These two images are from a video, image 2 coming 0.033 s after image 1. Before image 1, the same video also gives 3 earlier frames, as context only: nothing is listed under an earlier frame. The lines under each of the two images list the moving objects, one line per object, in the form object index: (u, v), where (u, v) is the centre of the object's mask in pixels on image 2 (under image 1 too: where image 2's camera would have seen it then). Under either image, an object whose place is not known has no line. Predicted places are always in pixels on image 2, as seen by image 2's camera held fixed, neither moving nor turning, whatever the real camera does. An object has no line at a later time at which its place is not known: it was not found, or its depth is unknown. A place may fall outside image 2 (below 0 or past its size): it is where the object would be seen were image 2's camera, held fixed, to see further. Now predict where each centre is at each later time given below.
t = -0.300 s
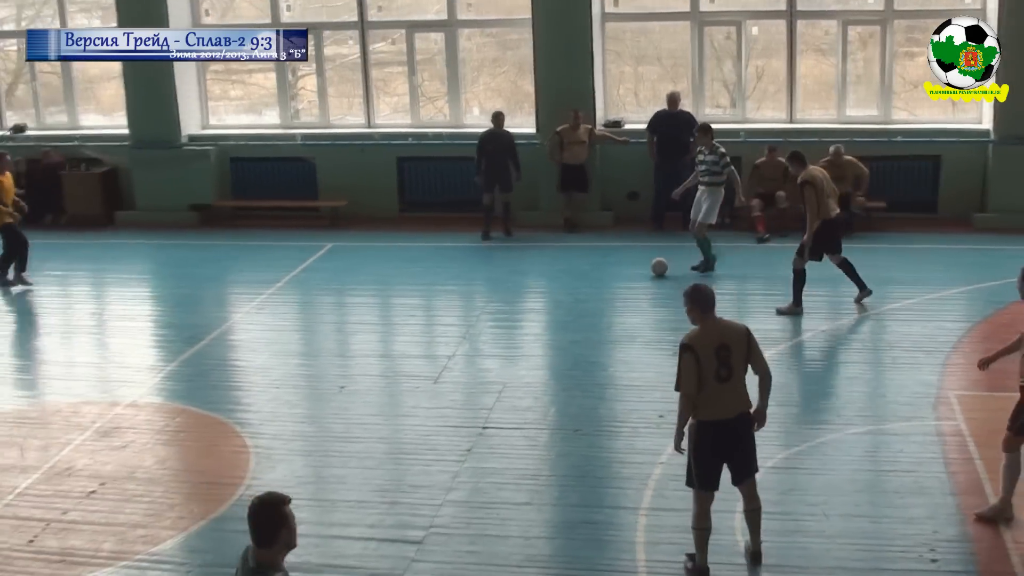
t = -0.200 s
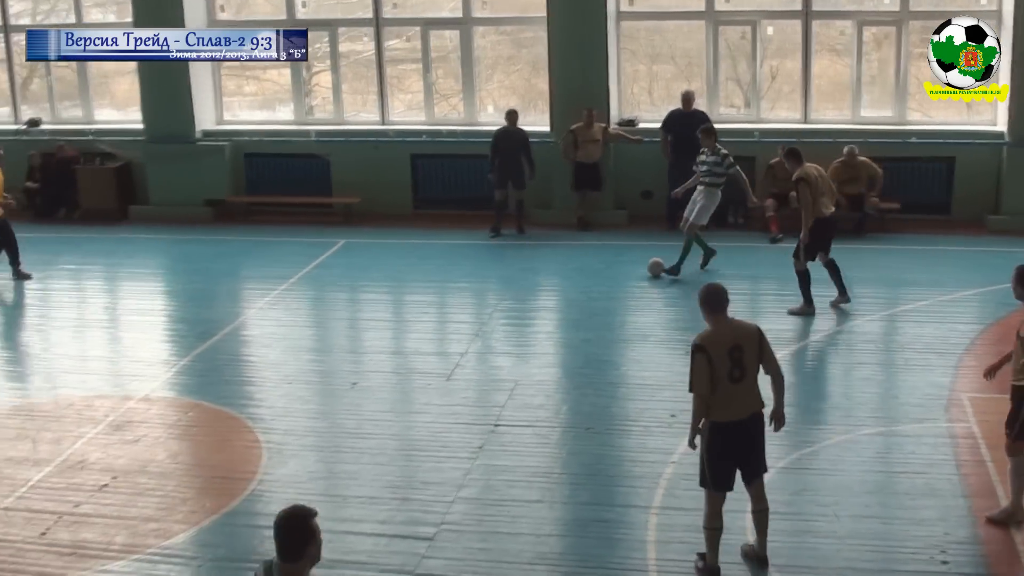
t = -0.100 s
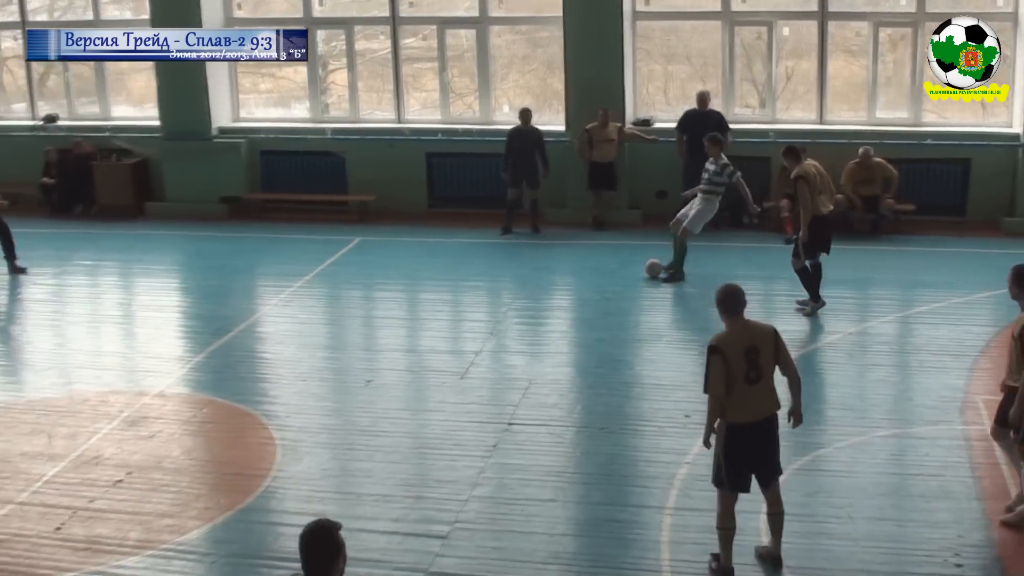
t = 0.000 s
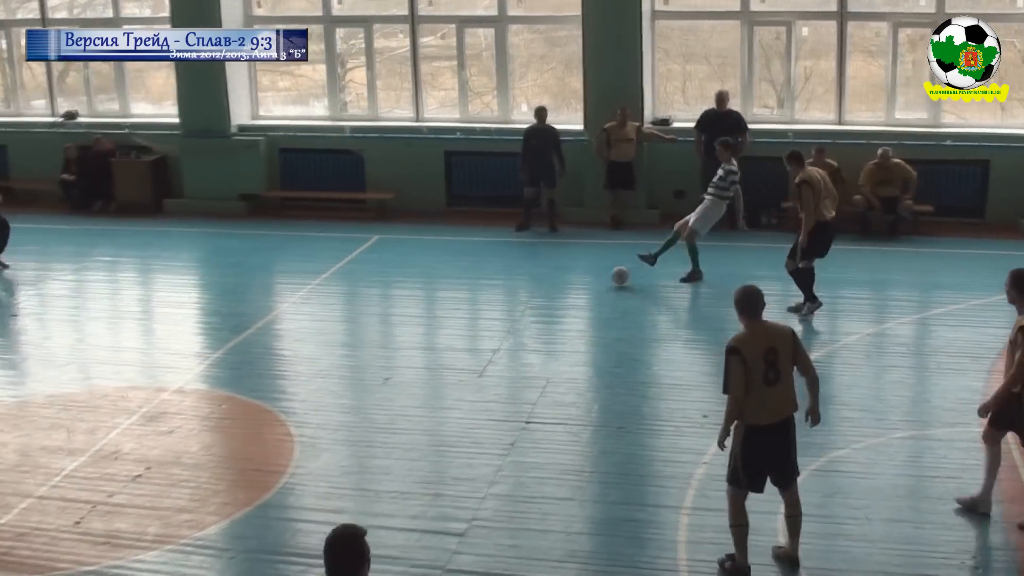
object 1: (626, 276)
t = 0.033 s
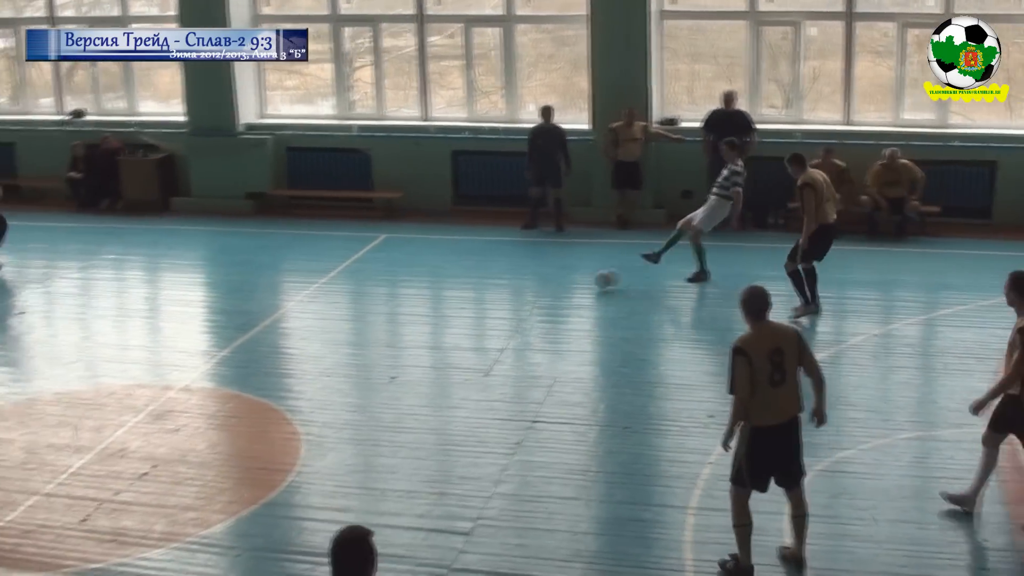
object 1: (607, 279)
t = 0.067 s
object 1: (588, 283)
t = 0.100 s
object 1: (564, 290)
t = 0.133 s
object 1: (545, 293)
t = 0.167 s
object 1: (526, 298)
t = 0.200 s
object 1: (505, 301)
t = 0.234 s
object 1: (486, 304)
